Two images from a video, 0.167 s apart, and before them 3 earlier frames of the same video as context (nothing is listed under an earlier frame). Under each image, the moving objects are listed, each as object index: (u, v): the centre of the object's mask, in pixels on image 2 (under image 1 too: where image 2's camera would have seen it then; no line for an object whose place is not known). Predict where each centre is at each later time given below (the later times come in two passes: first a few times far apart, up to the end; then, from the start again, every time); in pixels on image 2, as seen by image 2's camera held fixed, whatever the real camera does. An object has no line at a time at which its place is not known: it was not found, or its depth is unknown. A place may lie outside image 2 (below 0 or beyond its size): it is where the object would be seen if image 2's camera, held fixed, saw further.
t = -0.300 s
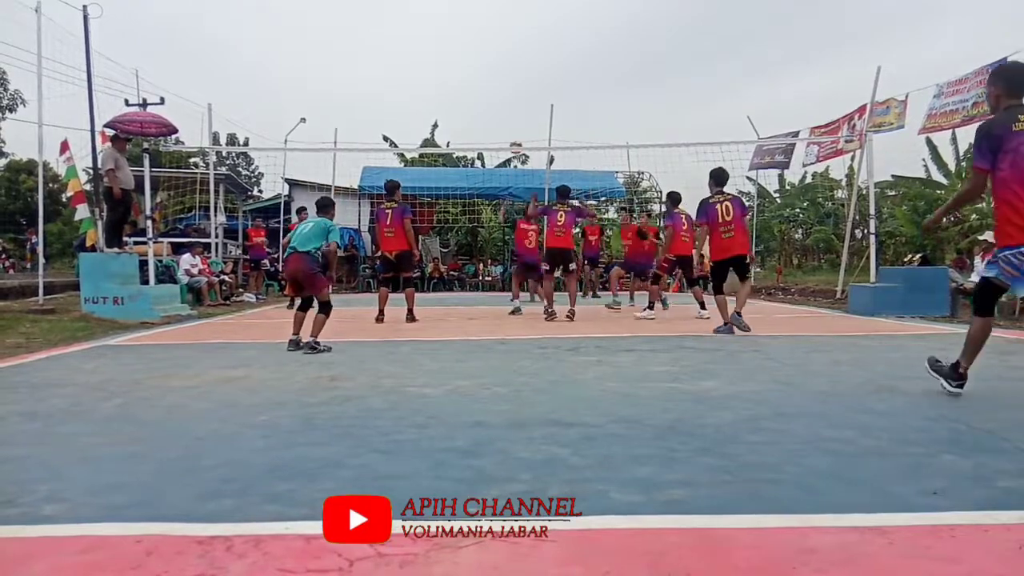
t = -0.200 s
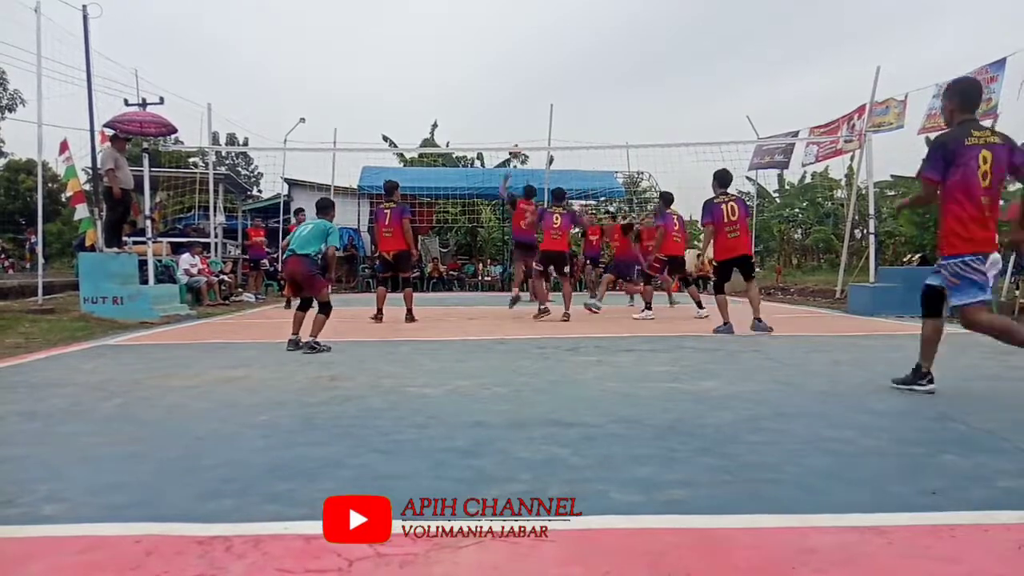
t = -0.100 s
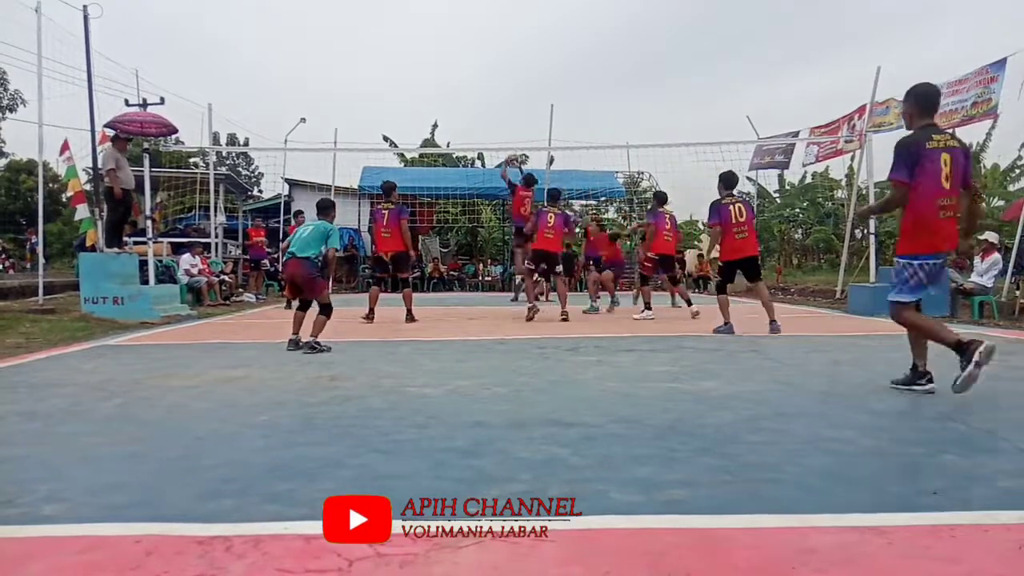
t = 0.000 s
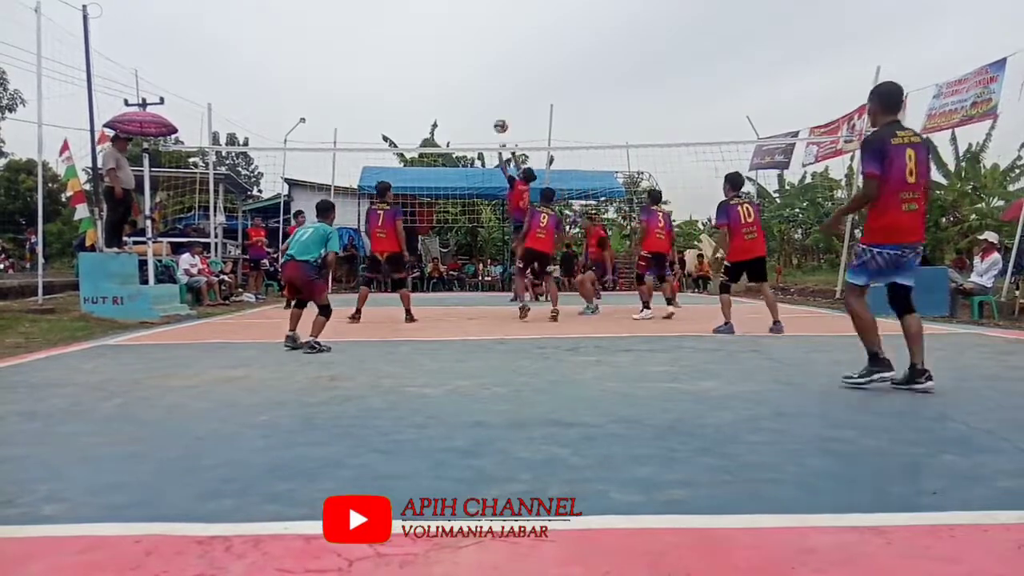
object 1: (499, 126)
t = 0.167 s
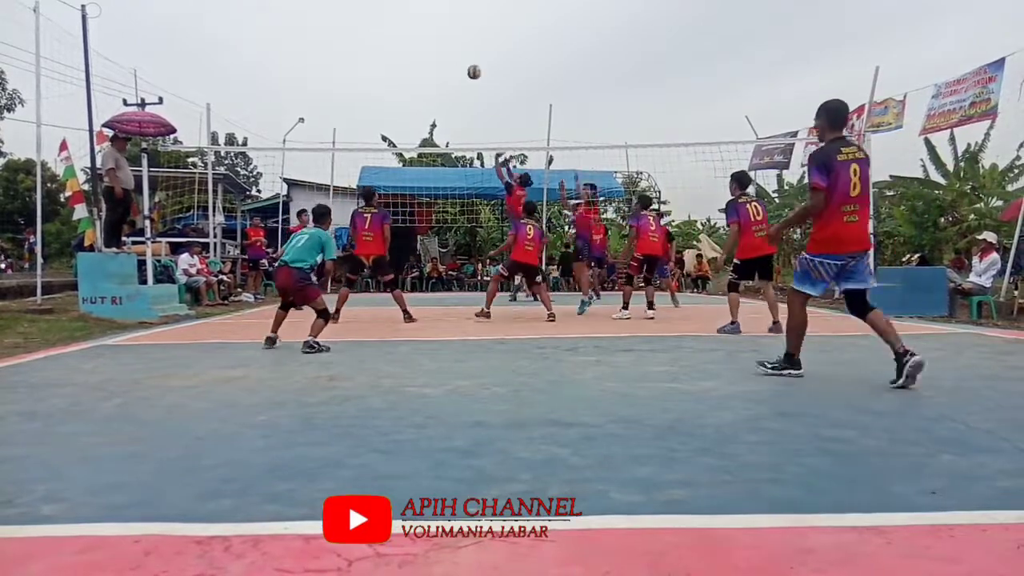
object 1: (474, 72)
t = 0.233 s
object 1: (463, 55)
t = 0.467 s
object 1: (428, 22)
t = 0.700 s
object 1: (393, 25)
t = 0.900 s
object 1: (364, 57)
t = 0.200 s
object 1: (468, 64)
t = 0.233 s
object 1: (463, 55)
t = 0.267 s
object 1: (458, 49)
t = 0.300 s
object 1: (453, 42)
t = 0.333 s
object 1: (448, 37)
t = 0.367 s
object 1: (443, 32)
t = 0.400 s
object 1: (438, 28)
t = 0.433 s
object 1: (433, 24)
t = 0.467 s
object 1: (428, 22)
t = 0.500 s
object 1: (423, 19)
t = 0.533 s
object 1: (418, 18)
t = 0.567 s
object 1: (413, 18)
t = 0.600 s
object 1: (408, 19)
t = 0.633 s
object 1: (403, 20)
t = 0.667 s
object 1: (398, 22)
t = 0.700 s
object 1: (393, 25)
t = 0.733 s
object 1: (388, 28)
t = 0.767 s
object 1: (384, 32)
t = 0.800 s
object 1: (379, 37)
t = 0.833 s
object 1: (374, 43)
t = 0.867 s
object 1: (369, 50)
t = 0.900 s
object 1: (364, 57)
